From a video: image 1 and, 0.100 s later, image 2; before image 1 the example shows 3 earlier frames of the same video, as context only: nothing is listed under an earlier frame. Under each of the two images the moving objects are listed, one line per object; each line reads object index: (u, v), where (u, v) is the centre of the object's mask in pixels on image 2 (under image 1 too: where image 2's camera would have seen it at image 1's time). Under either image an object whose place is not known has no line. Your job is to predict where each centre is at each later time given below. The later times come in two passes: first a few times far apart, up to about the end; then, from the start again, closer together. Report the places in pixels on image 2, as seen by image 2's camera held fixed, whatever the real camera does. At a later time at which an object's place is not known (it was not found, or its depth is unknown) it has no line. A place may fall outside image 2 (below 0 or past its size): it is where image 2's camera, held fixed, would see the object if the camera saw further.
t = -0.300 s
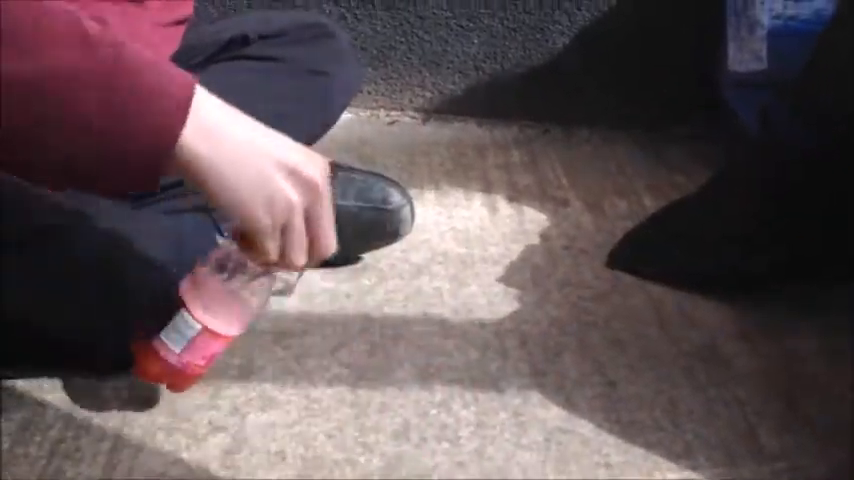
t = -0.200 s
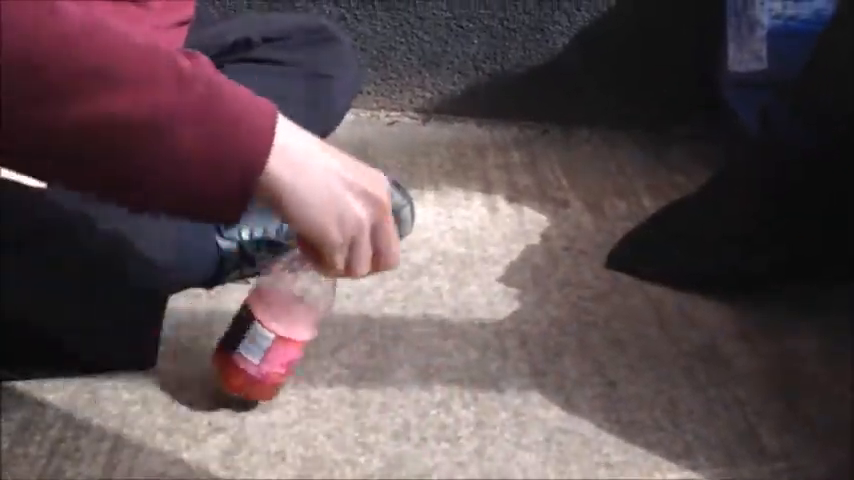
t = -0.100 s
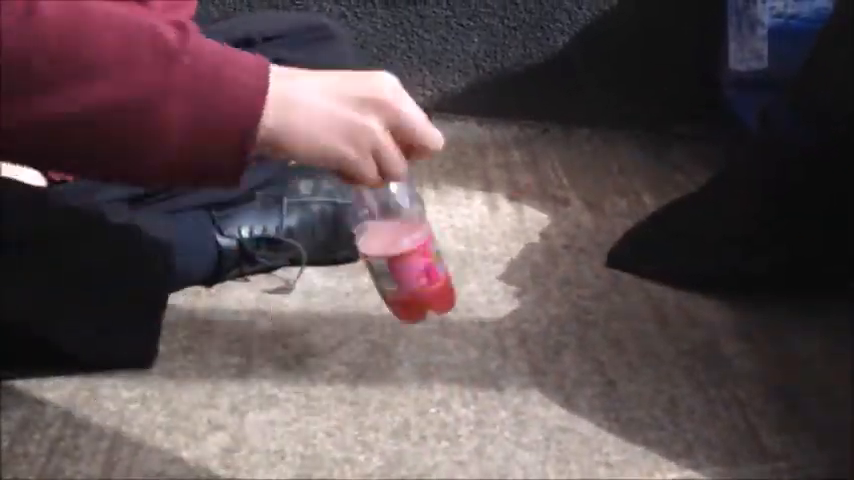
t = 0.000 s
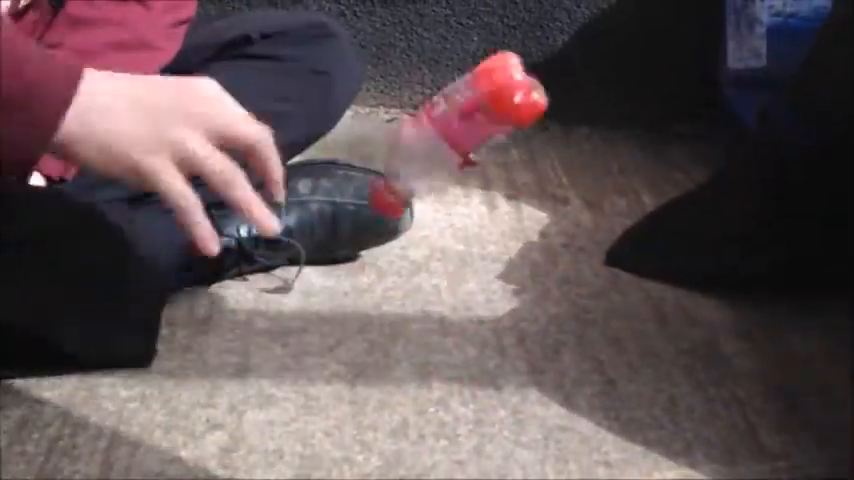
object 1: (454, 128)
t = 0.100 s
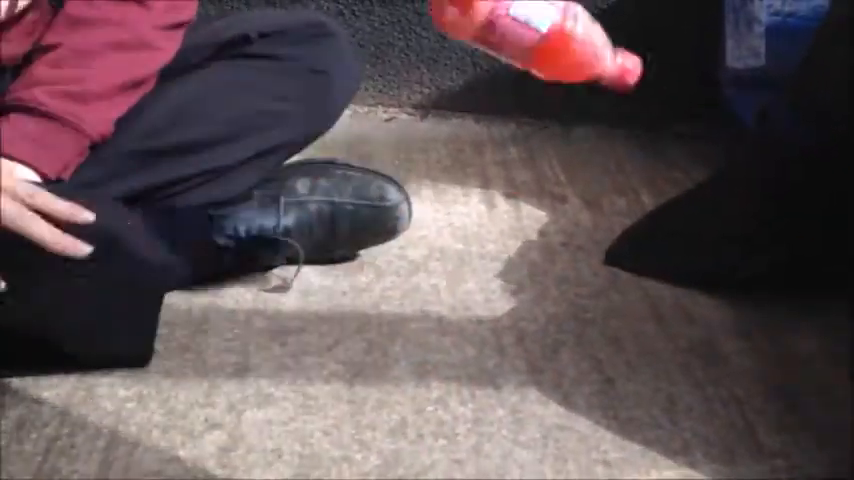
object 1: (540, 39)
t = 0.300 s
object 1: (535, 208)
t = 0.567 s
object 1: (446, 361)
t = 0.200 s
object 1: (534, 58)
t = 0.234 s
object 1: (543, 90)
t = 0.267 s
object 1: (543, 139)
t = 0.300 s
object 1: (535, 208)
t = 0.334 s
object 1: (525, 292)
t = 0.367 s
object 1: (499, 328)
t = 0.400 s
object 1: (477, 355)
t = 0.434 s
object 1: (465, 354)
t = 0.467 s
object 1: (456, 354)
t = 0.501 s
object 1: (448, 357)
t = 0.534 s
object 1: (445, 360)
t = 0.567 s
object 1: (446, 361)
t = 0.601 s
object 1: (446, 361)
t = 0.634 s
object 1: (445, 362)
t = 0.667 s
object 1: (444, 362)
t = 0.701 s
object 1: (445, 363)
